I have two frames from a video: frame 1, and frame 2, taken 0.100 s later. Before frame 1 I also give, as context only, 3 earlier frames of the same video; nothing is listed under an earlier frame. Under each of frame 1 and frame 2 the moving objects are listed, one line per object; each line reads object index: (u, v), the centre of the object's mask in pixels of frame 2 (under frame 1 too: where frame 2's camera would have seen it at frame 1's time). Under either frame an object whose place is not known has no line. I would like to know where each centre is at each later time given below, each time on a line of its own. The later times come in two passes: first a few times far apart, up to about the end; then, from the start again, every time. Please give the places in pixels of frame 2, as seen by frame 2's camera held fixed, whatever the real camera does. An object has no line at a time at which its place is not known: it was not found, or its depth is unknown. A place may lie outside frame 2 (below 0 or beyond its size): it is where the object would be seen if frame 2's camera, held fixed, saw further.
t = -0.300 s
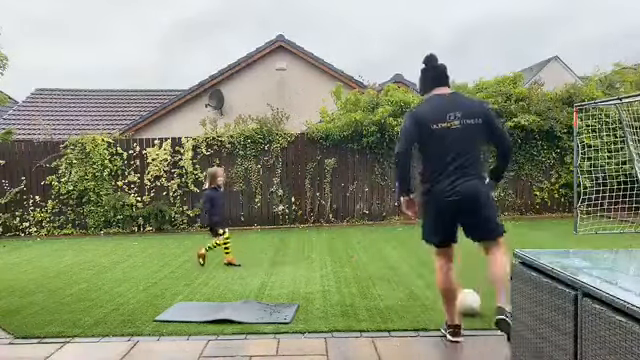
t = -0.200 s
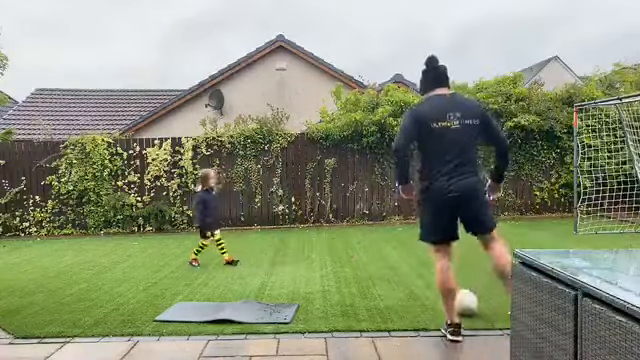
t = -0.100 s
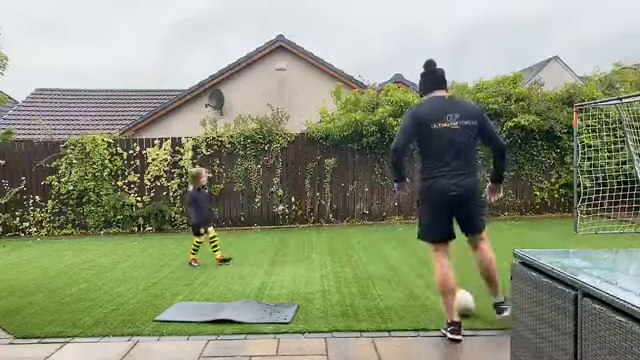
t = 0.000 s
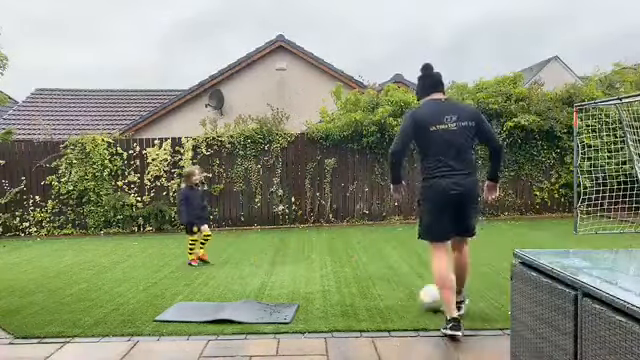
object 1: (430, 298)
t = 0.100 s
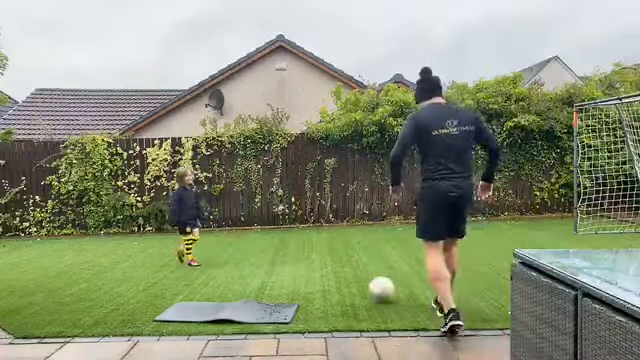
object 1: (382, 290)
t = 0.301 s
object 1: (313, 275)
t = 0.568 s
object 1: (247, 270)
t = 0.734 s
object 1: (213, 265)
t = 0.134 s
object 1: (367, 290)
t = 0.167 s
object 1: (354, 287)
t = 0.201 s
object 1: (343, 283)
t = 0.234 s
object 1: (332, 277)
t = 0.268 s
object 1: (322, 276)
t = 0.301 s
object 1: (313, 275)
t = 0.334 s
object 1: (304, 276)
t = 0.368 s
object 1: (295, 278)
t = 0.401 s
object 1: (287, 276)
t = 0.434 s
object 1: (278, 273)
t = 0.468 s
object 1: (269, 272)
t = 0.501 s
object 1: (262, 273)
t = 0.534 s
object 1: (255, 272)
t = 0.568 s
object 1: (247, 270)
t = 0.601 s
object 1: (240, 269)
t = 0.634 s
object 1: (233, 268)
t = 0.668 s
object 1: (225, 268)
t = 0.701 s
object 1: (219, 266)
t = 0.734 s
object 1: (213, 265)
